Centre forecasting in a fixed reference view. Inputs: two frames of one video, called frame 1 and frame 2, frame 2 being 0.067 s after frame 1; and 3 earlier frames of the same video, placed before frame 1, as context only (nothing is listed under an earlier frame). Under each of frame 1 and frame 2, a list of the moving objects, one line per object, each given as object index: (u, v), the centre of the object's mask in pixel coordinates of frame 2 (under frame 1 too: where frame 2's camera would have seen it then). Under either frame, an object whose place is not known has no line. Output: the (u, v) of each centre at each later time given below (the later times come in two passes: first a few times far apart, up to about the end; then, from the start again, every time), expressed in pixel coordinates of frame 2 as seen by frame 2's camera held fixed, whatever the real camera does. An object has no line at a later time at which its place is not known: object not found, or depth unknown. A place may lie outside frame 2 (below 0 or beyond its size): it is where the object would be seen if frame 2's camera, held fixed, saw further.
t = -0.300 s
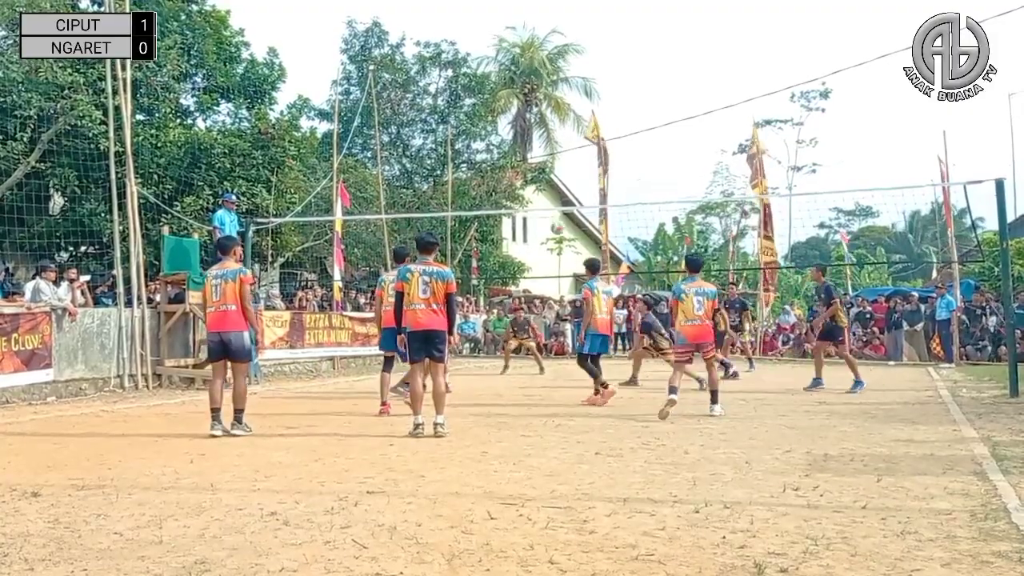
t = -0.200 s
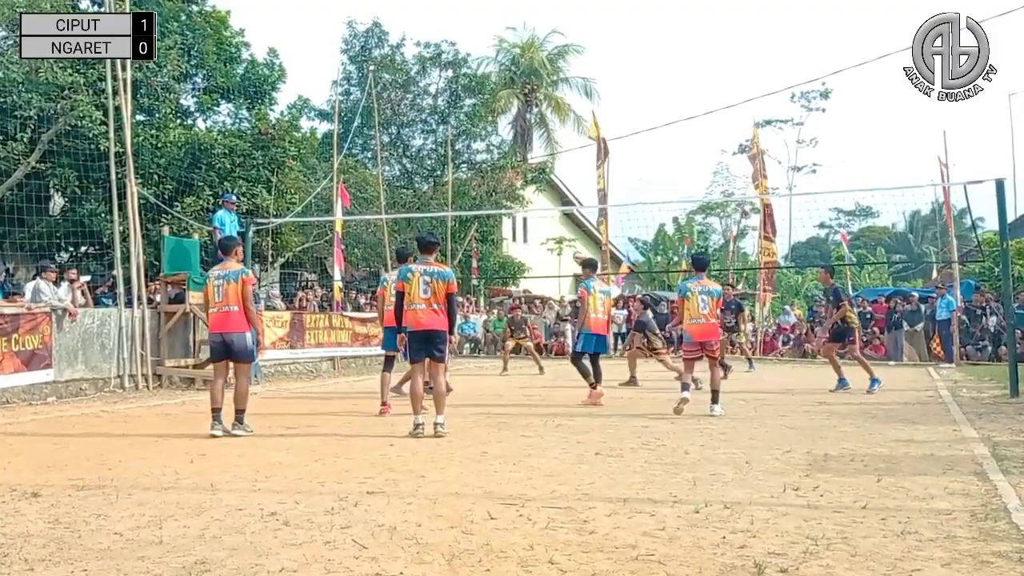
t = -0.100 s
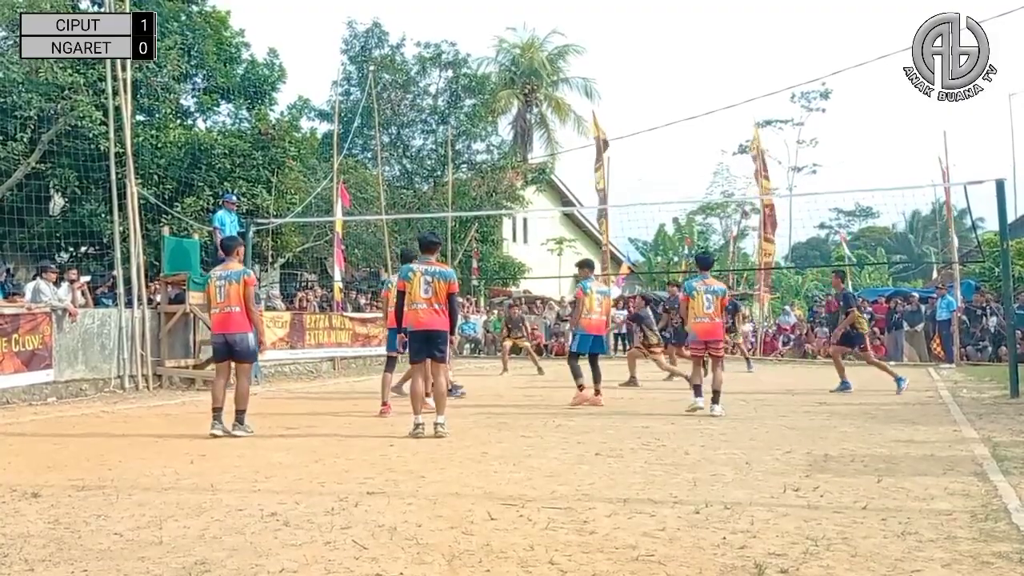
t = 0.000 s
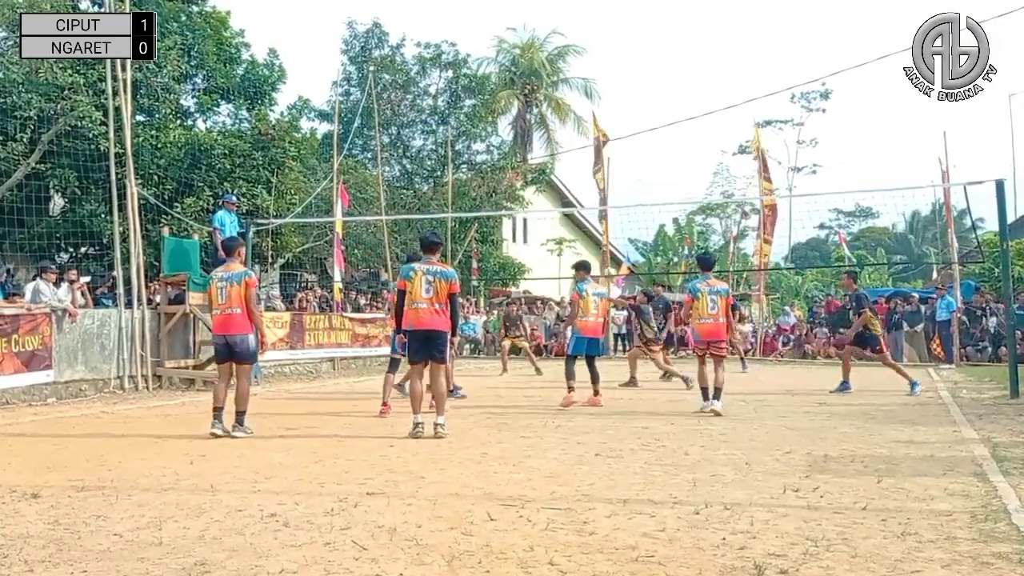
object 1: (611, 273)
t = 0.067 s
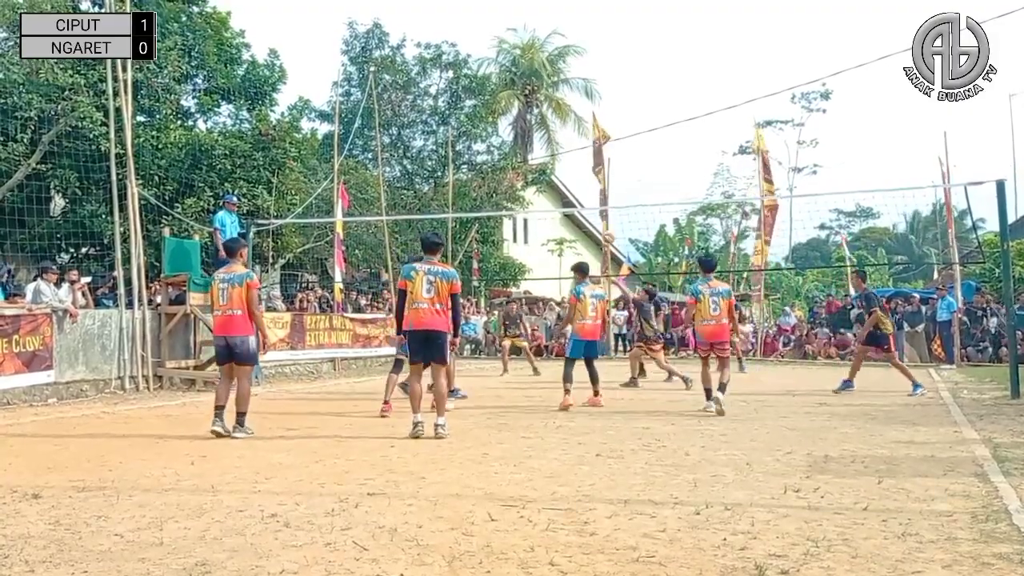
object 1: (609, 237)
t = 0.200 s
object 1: (606, 172)
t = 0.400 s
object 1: (605, 100)
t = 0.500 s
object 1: (605, 74)
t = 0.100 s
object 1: (608, 219)
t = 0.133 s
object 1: (607, 201)
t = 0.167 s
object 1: (606, 186)
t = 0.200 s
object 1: (606, 172)
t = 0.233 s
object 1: (606, 159)
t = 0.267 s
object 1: (606, 144)
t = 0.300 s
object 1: (606, 133)
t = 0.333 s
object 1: (605, 121)
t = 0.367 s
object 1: (605, 109)
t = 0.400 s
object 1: (605, 100)
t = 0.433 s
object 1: (606, 91)
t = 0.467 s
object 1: (606, 82)
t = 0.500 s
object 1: (605, 74)
